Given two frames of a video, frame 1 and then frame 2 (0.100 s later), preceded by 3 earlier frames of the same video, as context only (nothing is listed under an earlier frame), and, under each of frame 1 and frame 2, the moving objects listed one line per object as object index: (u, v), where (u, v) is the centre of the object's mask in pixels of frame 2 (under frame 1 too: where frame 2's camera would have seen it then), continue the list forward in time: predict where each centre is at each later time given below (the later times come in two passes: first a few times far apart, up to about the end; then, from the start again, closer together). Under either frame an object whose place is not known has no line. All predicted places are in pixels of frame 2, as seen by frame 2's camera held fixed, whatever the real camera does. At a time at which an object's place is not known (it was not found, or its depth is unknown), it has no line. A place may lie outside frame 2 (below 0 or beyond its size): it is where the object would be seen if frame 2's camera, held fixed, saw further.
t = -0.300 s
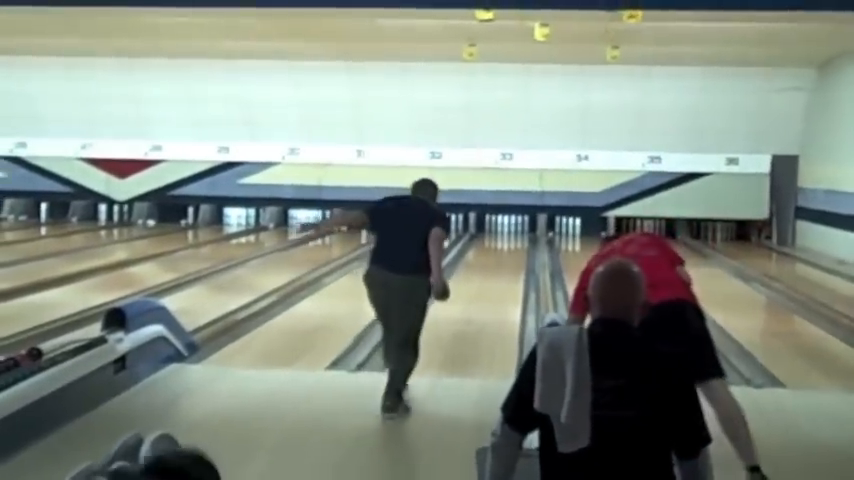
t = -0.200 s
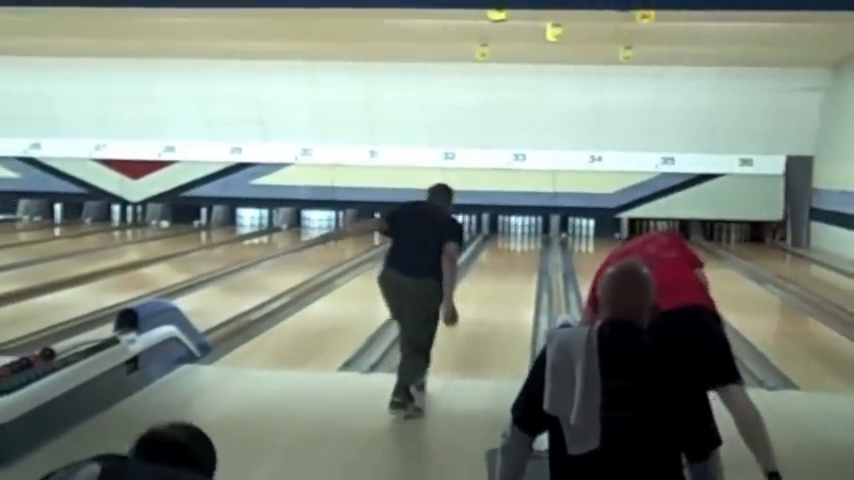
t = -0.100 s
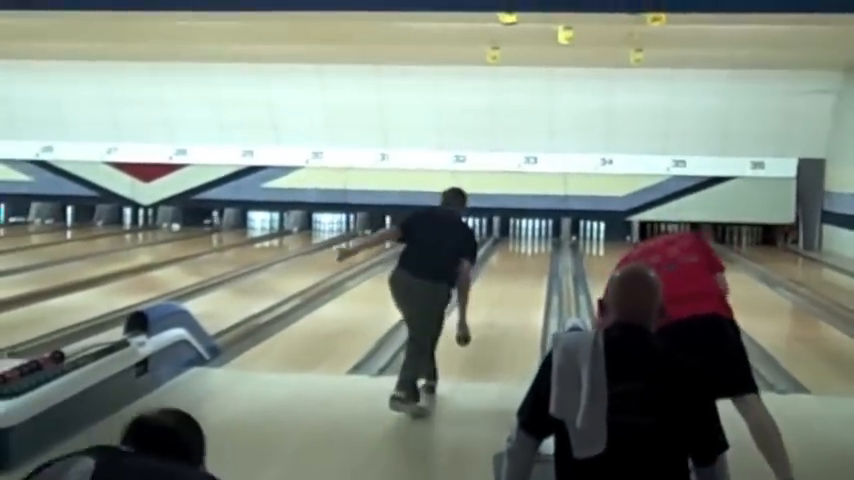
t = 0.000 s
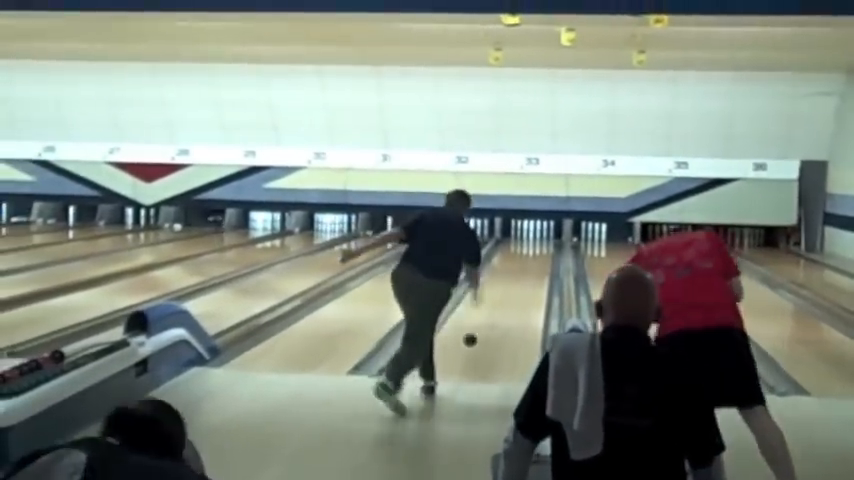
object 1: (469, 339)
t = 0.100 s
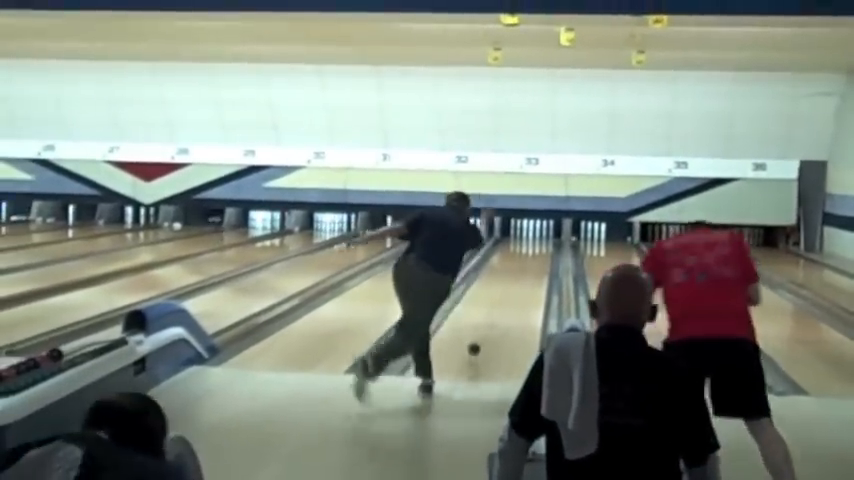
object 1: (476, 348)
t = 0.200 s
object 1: (481, 336)
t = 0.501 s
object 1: (496, 310)
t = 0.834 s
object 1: (506, 288)
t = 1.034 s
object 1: (511, 276)
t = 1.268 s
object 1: (517, 267)
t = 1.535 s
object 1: (521, 258)
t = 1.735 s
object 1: (524, 252)
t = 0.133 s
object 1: (477, 351)
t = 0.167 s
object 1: (479, 343)
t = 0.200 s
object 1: (481, 336)
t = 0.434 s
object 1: (492, 315)
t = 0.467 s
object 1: (494, 312)
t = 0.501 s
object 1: (496, 310)
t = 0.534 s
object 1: (498, 307)
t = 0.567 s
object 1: (499, 305)
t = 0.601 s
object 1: (500, 303)
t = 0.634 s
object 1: (501, 300)
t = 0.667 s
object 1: (502, 298)
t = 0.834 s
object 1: (506, 288)
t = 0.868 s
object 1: (507, 286)
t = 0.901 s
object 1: (508, 284)
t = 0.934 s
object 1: (509, 282)
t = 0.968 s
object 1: (510, 279)
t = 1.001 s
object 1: (511, 278)
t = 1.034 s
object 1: (511, 276)
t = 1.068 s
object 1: (513, 275)
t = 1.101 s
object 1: (514, 274)
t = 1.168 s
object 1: (515, 271)
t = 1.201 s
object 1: (516, 270)
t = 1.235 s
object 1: (517, 268)
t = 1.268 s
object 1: (517, 267)
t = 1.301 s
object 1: (518, 267)
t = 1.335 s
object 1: (518, 265)
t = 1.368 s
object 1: (518, 264)
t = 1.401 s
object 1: (519, 263)
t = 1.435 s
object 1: (519, 261)
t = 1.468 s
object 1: (520, 261)
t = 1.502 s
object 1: (520, 260)
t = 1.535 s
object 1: (521, 258)
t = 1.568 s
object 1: (521, 258)
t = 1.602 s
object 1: (521, 257)
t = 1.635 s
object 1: (522, 256)
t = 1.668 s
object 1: (523, 255)
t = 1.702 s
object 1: (522, 254)
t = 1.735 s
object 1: (524, 252)
